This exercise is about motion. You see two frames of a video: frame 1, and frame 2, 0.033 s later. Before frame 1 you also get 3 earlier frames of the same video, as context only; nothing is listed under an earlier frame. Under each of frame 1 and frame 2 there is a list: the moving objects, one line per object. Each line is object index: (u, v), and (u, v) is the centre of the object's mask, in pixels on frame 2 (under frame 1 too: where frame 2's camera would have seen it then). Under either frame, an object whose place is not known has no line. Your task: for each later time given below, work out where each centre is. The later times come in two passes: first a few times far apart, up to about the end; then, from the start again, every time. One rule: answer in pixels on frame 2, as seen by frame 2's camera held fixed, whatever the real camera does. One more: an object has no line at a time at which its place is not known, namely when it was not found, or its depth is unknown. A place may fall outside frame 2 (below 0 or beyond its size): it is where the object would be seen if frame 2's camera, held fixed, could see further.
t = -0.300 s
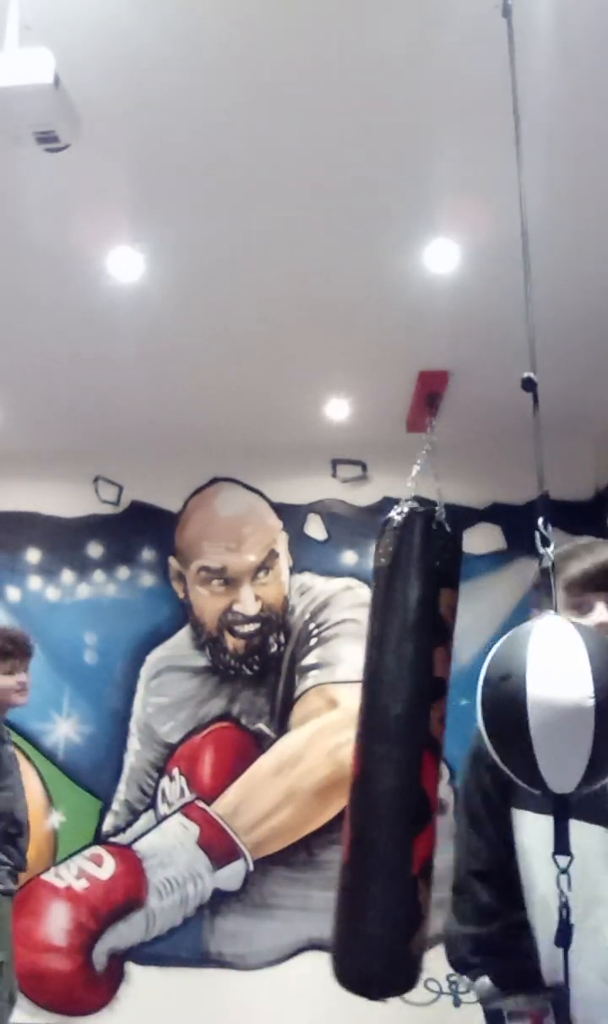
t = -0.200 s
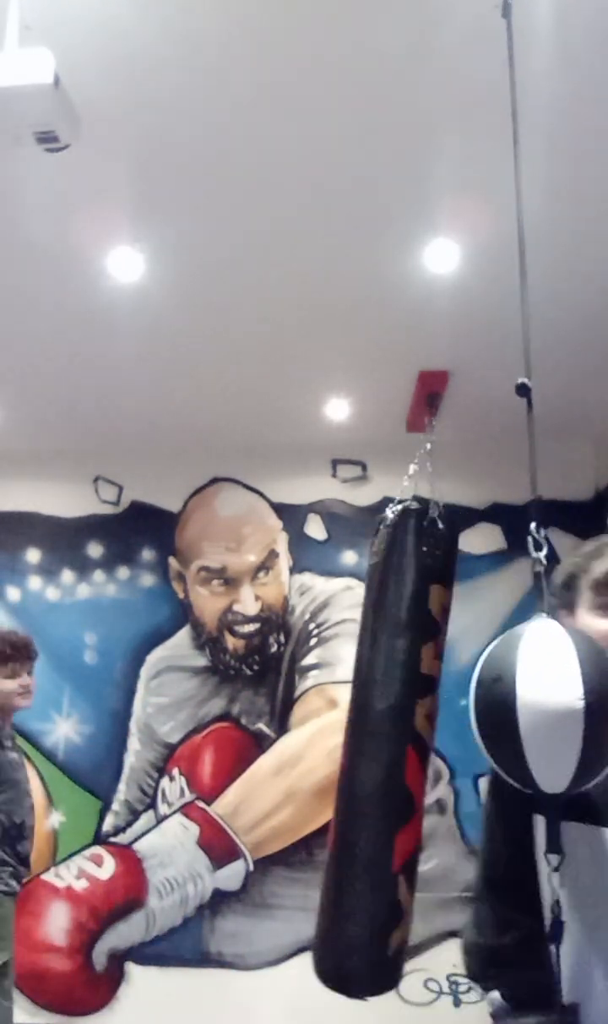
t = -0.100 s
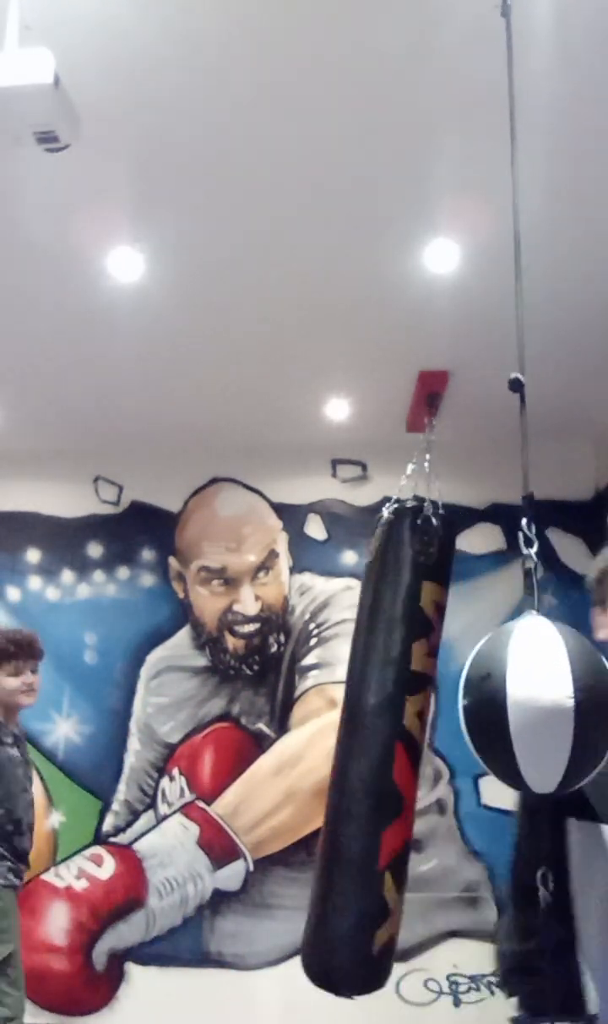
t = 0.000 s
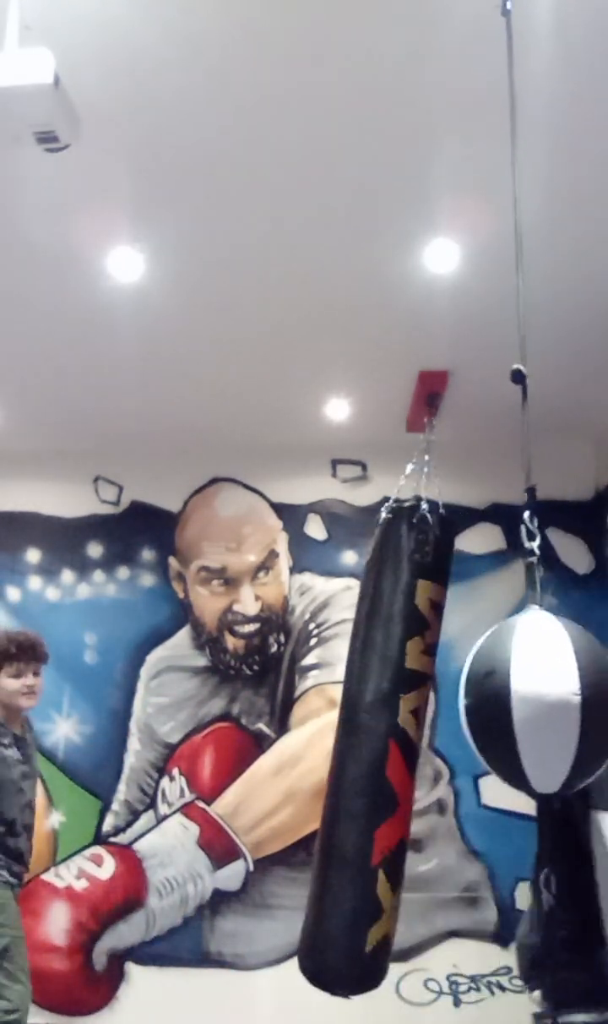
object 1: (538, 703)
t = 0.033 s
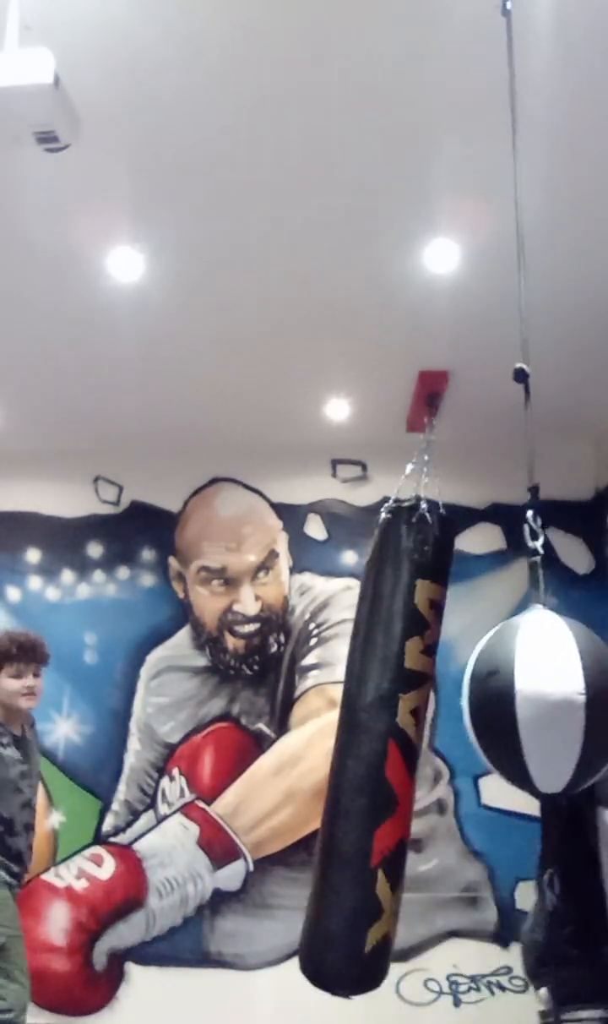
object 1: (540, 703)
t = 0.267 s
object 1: (529, 704)
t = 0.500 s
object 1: (523, 704)
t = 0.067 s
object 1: (542, 702)
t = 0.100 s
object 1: (544, 702)
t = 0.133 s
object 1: (545, 703)
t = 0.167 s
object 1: (542, 703)
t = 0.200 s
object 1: (539, 704)
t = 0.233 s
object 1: (532, 703)
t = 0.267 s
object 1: (529, 704)
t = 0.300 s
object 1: (527, 703)
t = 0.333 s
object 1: (522, 704)
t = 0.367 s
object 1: (515, 706)
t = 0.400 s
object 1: (516, 707)
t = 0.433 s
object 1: (516, 706)
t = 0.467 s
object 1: (519, 704)
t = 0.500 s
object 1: (523, 704)
